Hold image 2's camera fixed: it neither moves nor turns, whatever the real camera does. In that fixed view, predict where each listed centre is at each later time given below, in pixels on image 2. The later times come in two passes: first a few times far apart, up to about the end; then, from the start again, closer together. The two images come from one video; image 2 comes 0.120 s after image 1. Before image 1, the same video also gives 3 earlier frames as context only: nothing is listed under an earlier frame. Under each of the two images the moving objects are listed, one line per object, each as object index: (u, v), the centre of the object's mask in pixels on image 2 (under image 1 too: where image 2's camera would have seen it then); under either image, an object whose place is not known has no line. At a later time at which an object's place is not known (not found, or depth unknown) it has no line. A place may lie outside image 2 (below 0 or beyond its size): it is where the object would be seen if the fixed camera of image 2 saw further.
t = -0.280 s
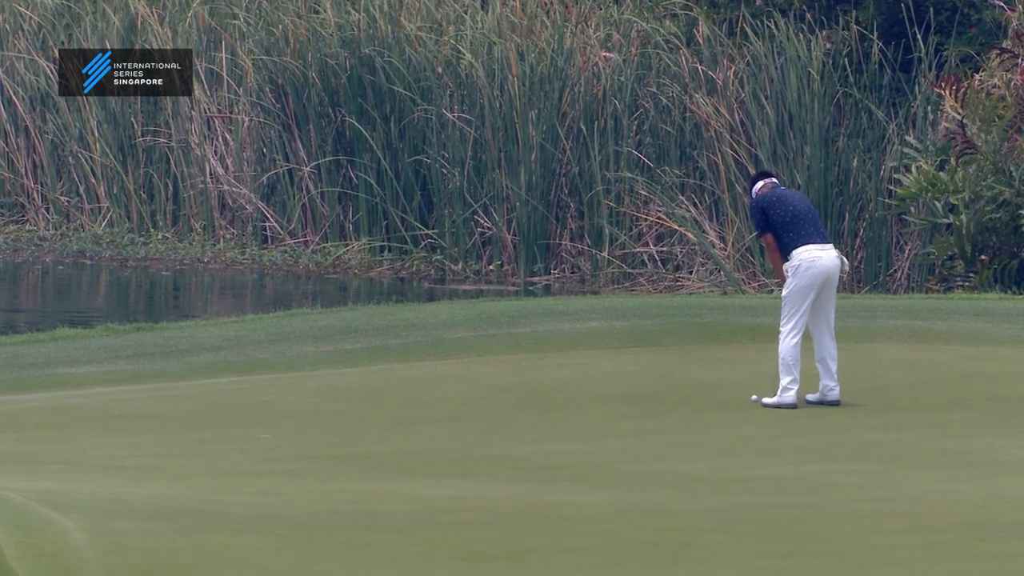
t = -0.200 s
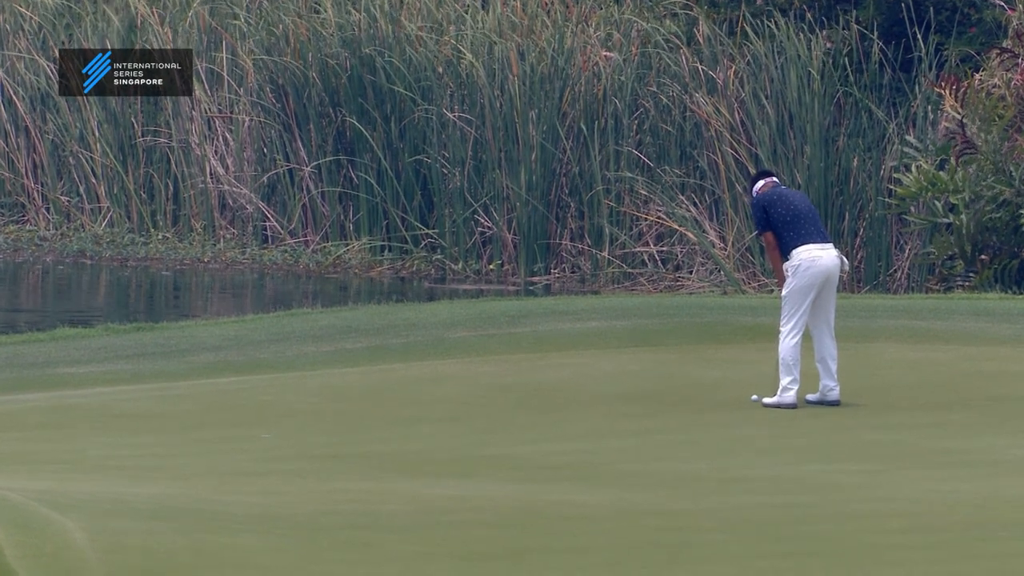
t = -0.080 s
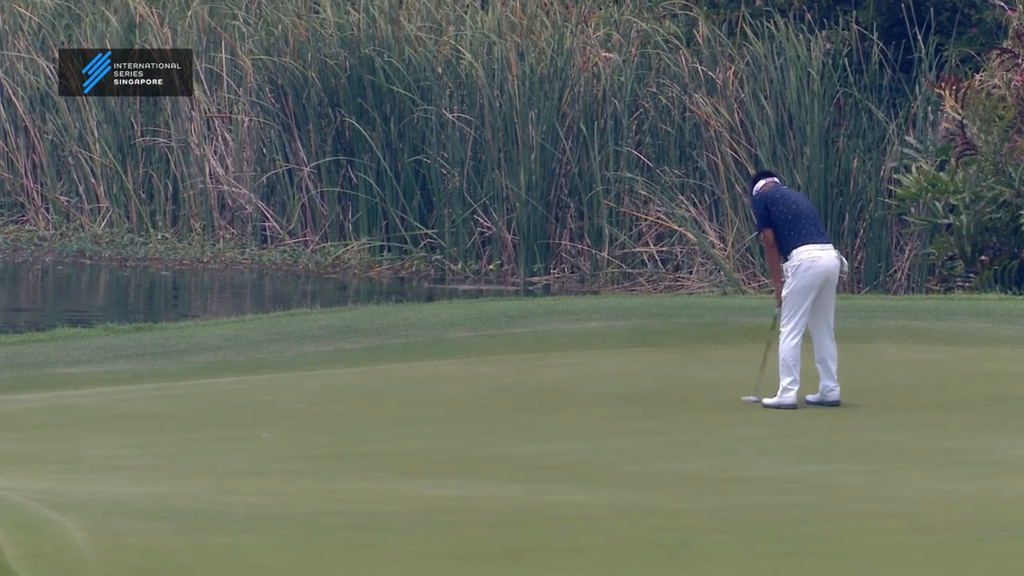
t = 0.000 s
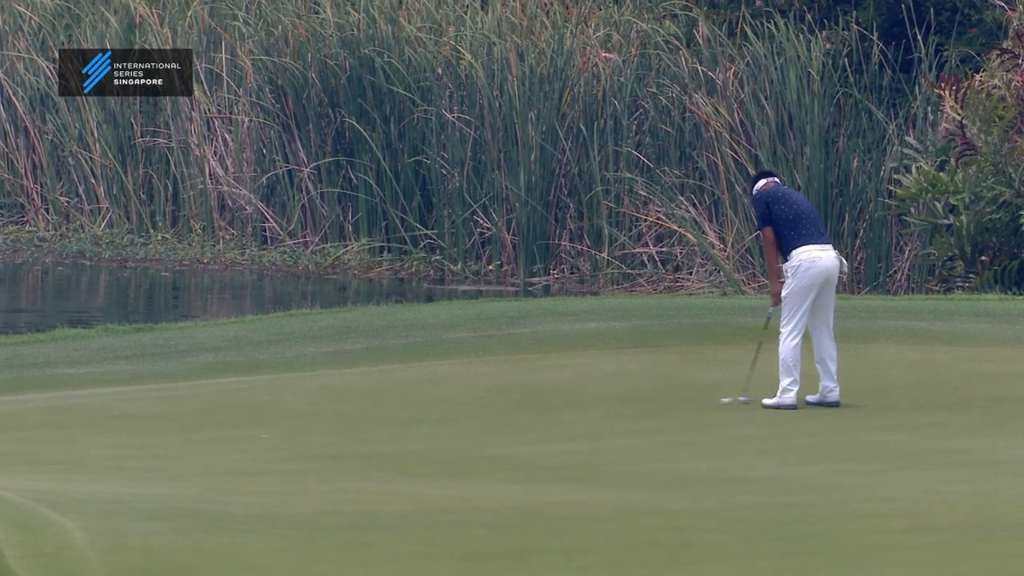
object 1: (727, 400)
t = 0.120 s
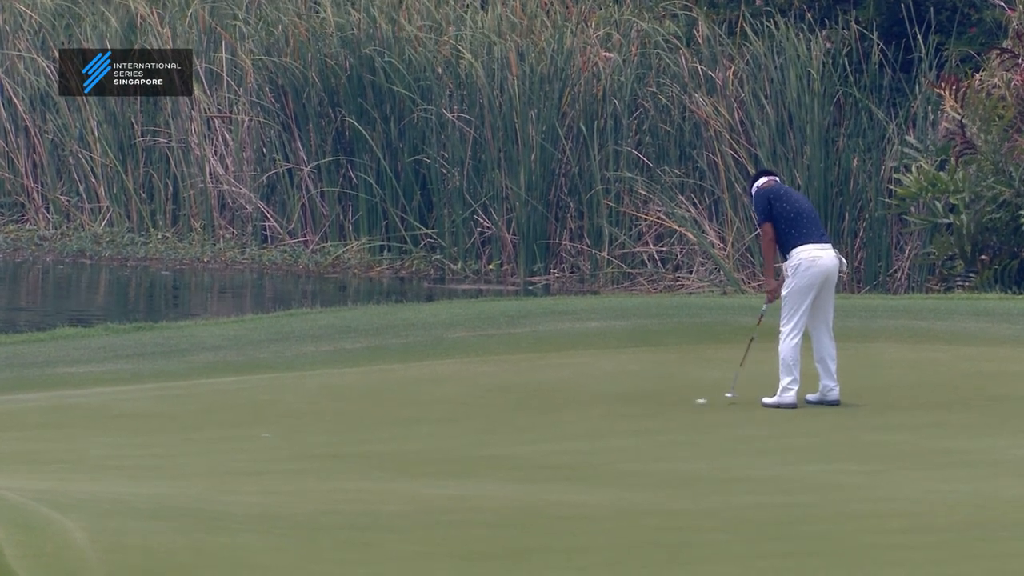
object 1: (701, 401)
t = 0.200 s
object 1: (685, 403)
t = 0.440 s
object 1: (639, 406)
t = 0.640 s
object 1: (603, 410)
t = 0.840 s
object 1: (568, 412)
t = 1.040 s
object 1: (537, 415)
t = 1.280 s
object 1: (499, 417)
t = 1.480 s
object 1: (470, 420)
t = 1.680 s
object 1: (443, 422)
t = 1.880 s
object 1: (416, 423)
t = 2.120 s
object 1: (387, 425)
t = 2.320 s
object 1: (366, 426)
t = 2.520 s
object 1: (348, 427)
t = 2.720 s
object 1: (329, 428)
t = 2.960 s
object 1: (311, 430)
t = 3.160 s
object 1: (298, 431)
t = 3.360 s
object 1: (287, 432)
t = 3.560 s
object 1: (277, 432)
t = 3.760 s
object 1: (269, 435)
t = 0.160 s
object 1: (693, 402)
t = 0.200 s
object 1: (685, 403)
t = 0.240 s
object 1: (677, 403)
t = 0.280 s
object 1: (669, 404)
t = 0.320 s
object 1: (661, 405)
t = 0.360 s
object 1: (654, 405)
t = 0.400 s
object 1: (646, 406)
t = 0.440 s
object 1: (639, 406)
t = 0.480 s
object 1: (632, 406)
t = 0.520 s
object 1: (625, 408)
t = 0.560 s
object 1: (618, 408)
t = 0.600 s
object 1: (610, 409)
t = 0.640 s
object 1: (603, 410)
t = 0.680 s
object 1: (596, 410)
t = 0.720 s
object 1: (589, 411)
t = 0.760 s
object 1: (582, 411)
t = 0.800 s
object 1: (575, 412)
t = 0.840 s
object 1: (568, 412)
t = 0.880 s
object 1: (562, 413)
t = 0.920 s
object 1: (555, 414)
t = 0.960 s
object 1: (550, 414)
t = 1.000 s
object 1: (543, 415)
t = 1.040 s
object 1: (537, 415)
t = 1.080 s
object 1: (530, 415)
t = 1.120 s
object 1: (524, 416)
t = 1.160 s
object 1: (517, 417)
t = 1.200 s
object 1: (511, 417)
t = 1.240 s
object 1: (505, 417)
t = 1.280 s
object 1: (499, 417)
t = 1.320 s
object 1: (494, 418)
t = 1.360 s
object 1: (488, 419)
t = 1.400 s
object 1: (481, 420)
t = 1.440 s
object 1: (476, 420)
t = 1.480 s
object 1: (470, 420)
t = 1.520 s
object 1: (465, 421)
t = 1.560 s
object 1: (460, 421)
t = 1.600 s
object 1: (453, 421)
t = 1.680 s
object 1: (443, 422)
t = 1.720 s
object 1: (437, 422)
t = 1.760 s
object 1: (431, 423)
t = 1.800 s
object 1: (427, 423)
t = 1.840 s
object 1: (422, 423)
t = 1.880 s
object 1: (416, 423)
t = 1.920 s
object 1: (412, 423)
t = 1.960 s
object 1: (407, 424)
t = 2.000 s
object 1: (402, 424)
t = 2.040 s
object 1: (397, 424)
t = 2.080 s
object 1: (392, 424)
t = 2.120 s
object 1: (387, 425)
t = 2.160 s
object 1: (383, 425)
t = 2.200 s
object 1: (380, 425)
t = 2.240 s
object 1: (375, 426)
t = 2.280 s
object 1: (370, 426)
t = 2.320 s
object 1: (366, 426)
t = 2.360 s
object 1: (363, 426)
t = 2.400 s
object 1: (359, 427)
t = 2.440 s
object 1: (355, 427)
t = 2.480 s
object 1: (352, 427)
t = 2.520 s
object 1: (348, 427)
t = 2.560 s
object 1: (344, 428)
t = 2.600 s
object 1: (341, 428)
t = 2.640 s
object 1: (337, 428)
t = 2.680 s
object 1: (334, 428)
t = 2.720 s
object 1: (329, 428)
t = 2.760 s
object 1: (326, 428)
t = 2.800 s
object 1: (324, 428)
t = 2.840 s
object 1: (320, 429)
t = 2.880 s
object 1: (317, 430)
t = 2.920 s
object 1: (314, 430)
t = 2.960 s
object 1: (311, 430)
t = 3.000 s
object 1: (308, 430)
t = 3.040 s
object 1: (305, 430)
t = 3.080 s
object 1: (303, 430)
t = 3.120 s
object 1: (301, 431)
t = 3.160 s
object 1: (298, 431)
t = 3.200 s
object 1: (296, 431)
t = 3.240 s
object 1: (293, 431)
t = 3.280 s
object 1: (291, 431)
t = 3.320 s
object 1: (289, 431)
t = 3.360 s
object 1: (287, 432)
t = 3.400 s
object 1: (285, 431)
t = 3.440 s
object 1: (283, 431)
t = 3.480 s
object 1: (281, 431)
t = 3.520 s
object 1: (278, 431)
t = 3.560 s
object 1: (277, 432)
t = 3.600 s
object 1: (276, 432)
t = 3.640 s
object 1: (274, 432)
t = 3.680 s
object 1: (272, 433)
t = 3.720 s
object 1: (271, 434)
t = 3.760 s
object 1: (269, 435)
